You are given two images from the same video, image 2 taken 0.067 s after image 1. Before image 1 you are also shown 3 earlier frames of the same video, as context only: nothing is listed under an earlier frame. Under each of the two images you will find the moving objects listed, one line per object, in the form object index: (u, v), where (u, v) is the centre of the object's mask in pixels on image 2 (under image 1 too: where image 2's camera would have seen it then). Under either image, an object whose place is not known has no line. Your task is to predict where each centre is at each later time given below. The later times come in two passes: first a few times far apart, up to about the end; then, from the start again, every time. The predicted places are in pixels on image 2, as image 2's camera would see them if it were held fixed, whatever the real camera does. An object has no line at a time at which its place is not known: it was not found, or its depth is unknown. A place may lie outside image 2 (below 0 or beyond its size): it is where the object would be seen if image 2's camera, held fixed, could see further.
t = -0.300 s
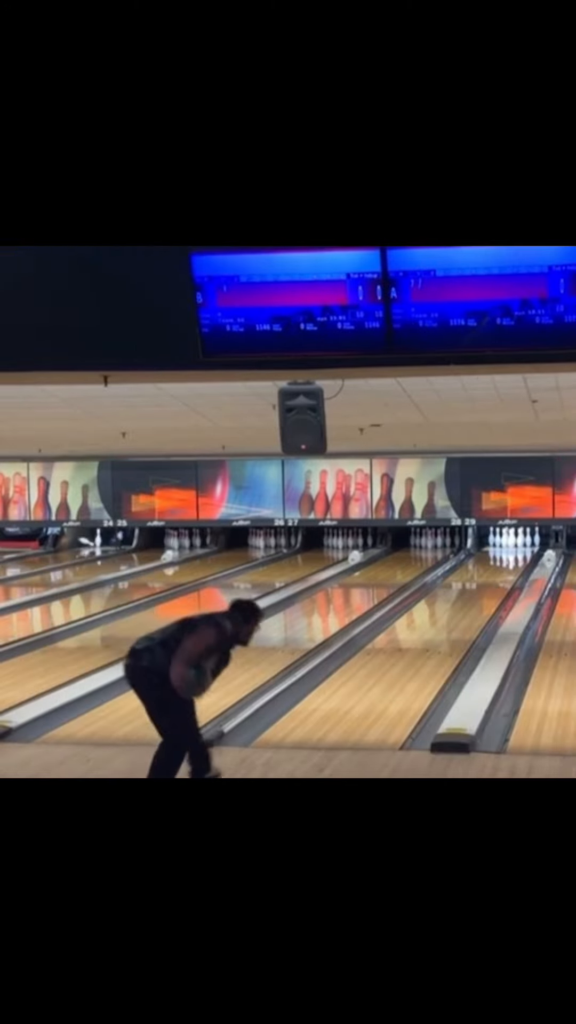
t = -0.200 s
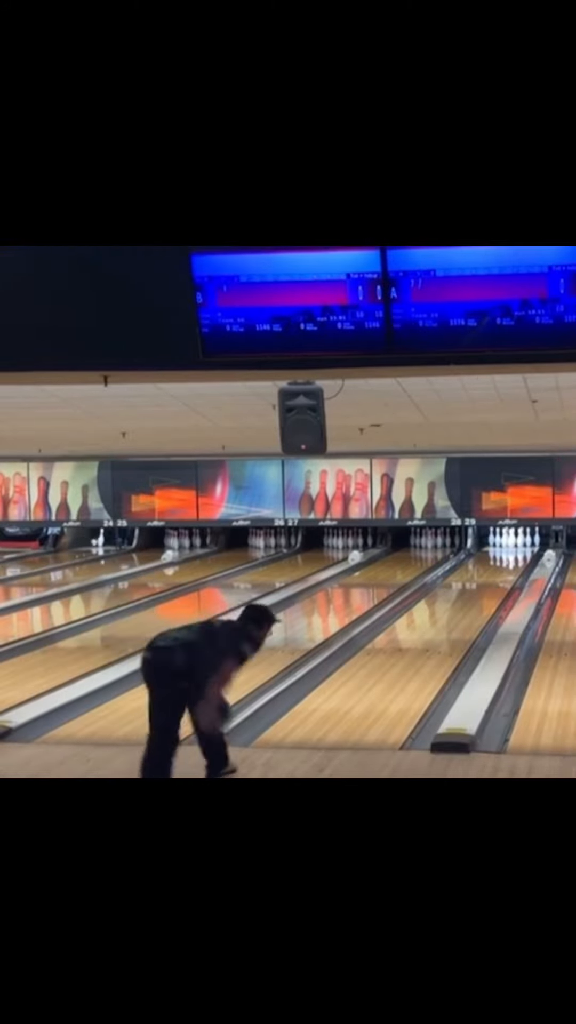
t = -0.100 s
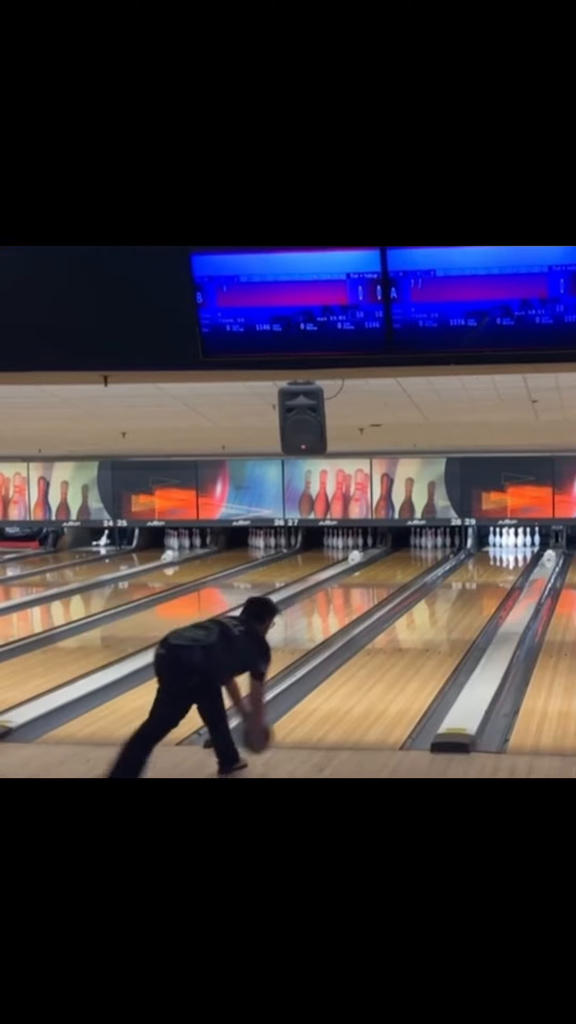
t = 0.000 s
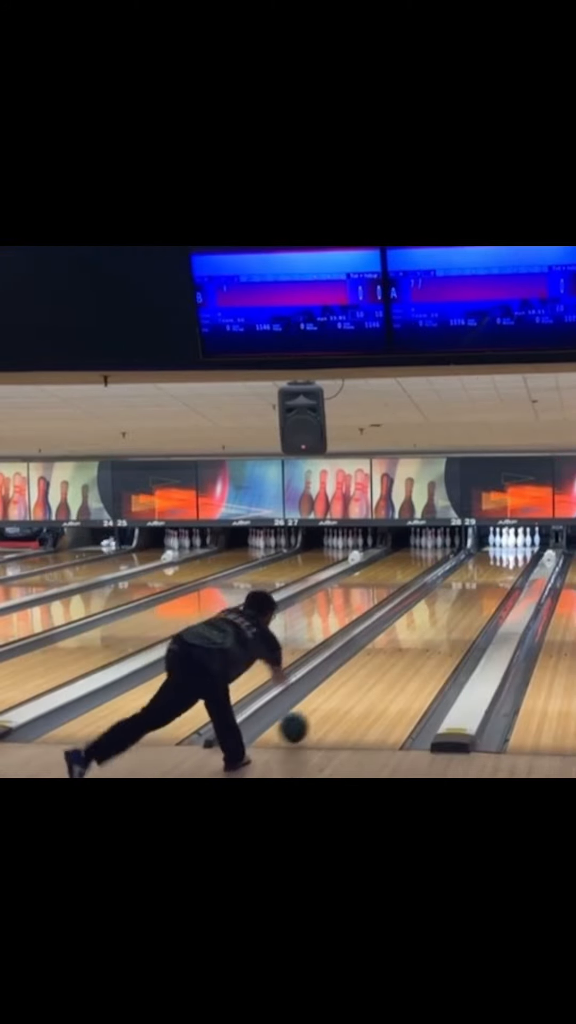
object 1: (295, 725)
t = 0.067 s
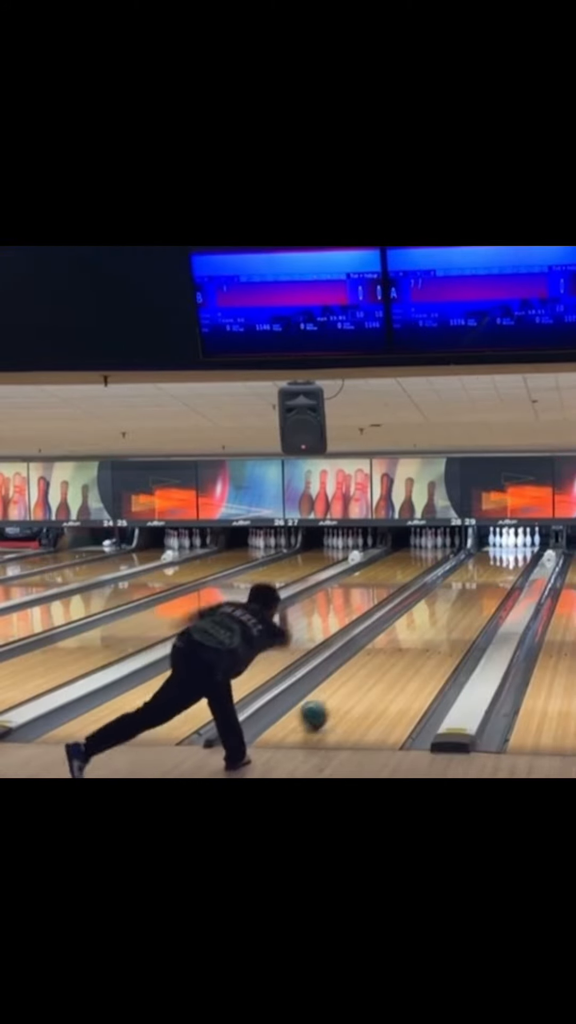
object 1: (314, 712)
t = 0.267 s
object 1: (365, 675)
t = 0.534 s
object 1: (412, 640)
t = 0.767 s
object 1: (443, 618)
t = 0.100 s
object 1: (324, 705)
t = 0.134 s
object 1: (333, 699)
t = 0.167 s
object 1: (341, 693)
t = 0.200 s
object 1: (349, 687)
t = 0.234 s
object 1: (357, 681)
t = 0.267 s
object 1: (365, 675)
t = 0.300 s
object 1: (371, 670)
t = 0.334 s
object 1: (378, 665)
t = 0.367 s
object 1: (384, 661)
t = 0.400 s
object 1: (390, 656)
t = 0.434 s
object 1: (396, 652)
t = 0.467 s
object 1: (401, 648)
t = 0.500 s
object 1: (406, 645)
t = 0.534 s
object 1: (412, 640)
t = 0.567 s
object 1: (416, 637)
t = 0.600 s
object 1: (421, 634)
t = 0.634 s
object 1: (426, 630)
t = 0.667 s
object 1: (430, 627)
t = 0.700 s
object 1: (435, 624)
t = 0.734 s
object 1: (439, 621)
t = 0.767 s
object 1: (443, 618)
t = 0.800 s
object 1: (447, 615)
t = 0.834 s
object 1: (450, 612)
